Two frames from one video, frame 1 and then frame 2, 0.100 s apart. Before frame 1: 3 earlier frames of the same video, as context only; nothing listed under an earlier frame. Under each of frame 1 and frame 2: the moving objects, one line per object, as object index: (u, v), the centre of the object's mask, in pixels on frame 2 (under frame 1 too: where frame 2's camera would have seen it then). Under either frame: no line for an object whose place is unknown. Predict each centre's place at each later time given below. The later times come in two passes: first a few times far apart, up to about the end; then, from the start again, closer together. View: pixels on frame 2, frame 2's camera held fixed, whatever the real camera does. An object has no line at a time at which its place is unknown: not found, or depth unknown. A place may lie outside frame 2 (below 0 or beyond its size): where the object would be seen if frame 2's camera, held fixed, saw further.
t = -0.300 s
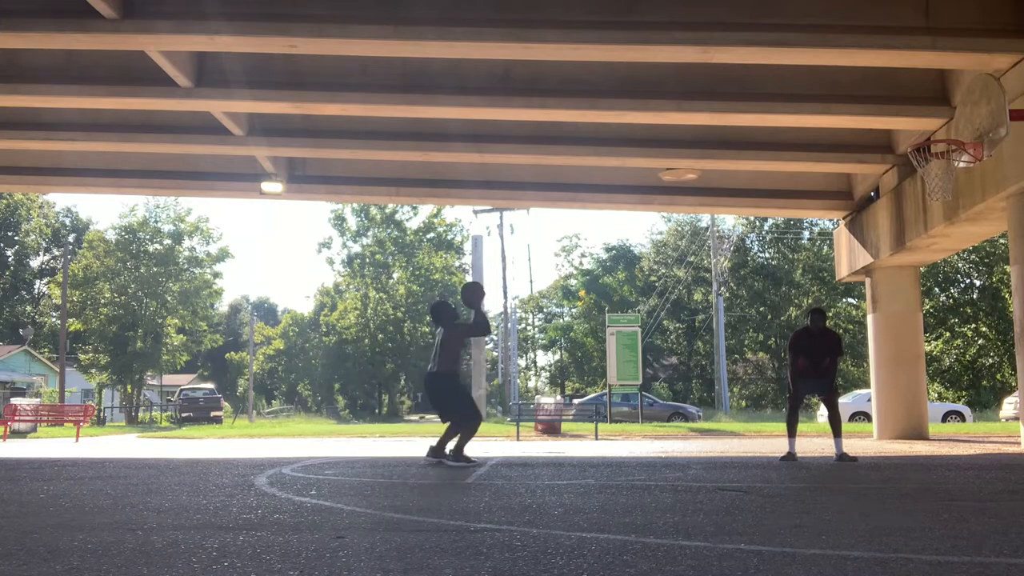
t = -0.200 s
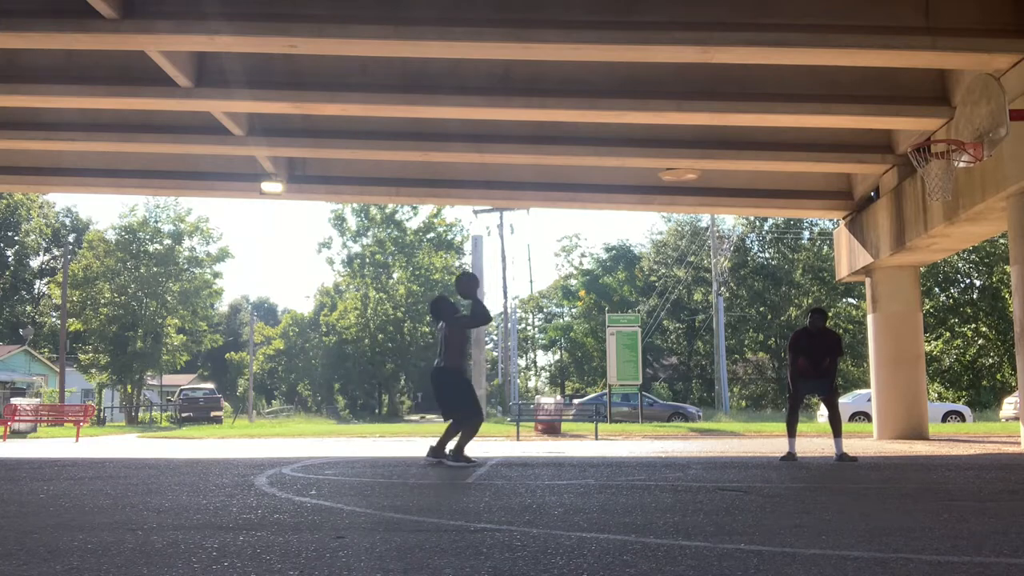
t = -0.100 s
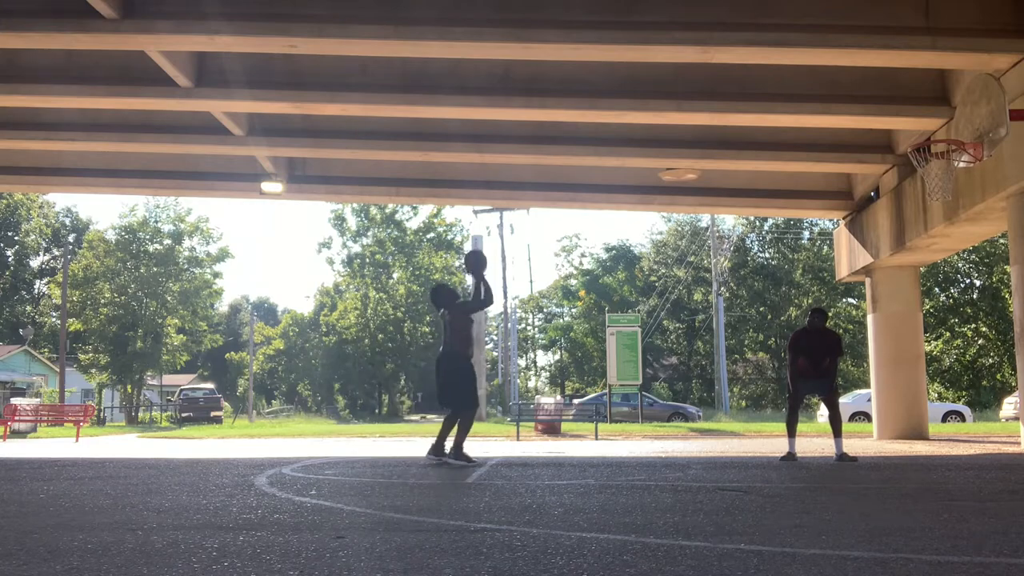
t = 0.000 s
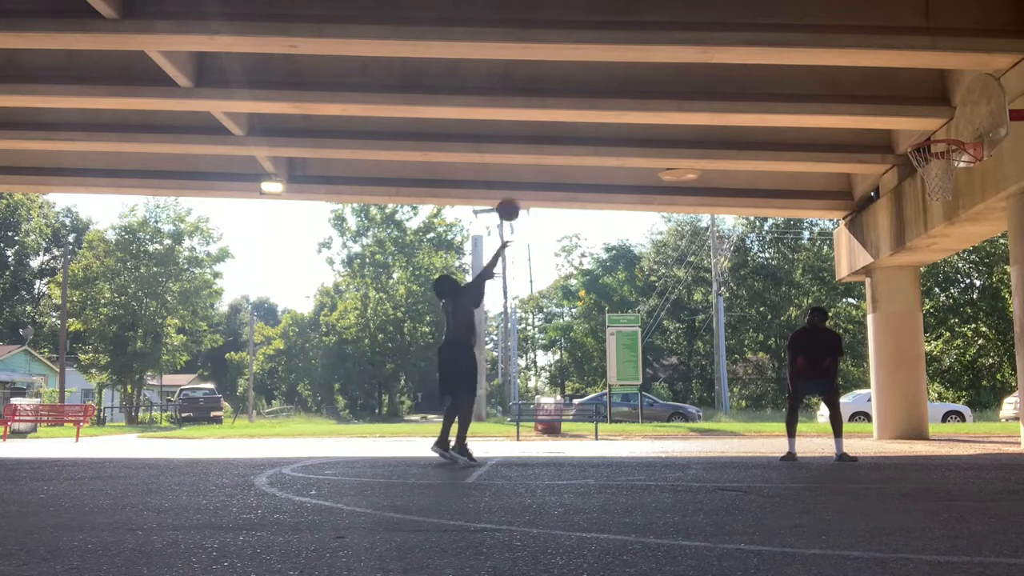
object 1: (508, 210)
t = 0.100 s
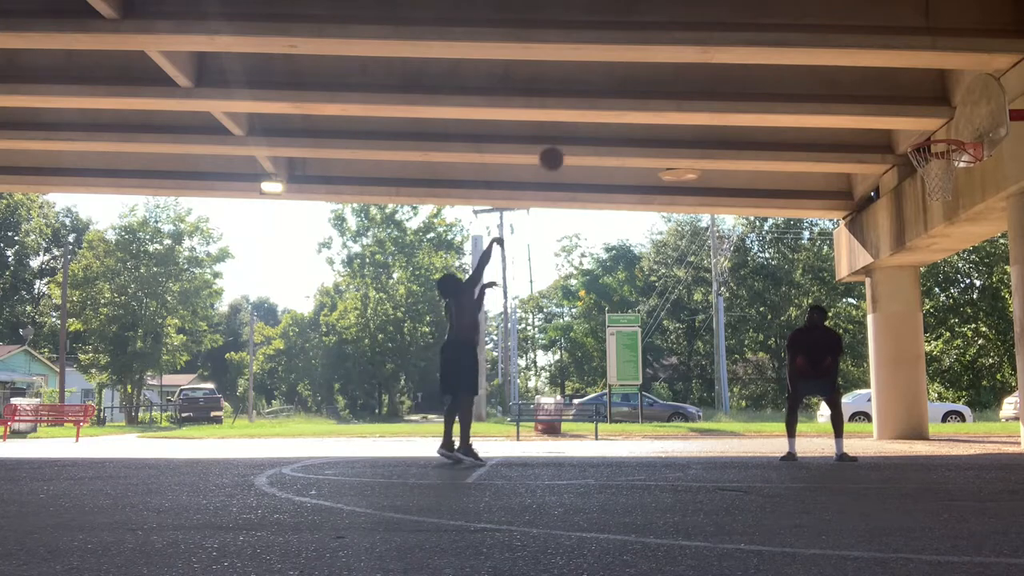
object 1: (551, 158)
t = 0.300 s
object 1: (638, 86)
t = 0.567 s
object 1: (755, 47)
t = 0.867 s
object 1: (892, 87)
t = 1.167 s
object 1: (912, 100)
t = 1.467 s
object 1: (839, 103)
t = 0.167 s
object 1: (580, 129)
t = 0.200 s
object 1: (594, 117)
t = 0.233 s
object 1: (609, 107)
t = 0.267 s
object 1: (623, 99)
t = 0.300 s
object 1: (638, 86)
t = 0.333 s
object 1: (653, 77)
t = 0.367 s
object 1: (668, 70)
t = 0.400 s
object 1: (683, 63)
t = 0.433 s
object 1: (697, 58)
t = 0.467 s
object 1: (711, 54)
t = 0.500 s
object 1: (726, 50)
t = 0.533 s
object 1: (741, 48)
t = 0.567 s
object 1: (755, 47)
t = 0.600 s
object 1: (770, 47)
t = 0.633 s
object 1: (785, 48)
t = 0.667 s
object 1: (800, 50)
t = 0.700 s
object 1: (815, 53)
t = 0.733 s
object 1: (831, 58)
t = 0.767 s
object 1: (846, 63)
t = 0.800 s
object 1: (861, 70)
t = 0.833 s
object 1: (877, 78)
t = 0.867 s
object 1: (892, 87)
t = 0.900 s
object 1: (908, 96)
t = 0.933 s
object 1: (923, 110)
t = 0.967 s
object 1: (938, 120)
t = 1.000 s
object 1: (955, 131)
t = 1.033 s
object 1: (949, 128)
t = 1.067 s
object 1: (939, 120)
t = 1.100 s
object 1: (930, 112)
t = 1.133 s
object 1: (922, 108)
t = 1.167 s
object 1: (912, 100)
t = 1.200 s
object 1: (904, 95)
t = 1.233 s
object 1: (895, 93)
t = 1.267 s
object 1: (886, 92)
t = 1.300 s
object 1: (878, 91)
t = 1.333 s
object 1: (870, 92)
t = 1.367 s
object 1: (862, 93)
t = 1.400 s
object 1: (855, 94)
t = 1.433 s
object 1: (847, 99)
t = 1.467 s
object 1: (839, 103)
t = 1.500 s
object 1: (831, 108)
